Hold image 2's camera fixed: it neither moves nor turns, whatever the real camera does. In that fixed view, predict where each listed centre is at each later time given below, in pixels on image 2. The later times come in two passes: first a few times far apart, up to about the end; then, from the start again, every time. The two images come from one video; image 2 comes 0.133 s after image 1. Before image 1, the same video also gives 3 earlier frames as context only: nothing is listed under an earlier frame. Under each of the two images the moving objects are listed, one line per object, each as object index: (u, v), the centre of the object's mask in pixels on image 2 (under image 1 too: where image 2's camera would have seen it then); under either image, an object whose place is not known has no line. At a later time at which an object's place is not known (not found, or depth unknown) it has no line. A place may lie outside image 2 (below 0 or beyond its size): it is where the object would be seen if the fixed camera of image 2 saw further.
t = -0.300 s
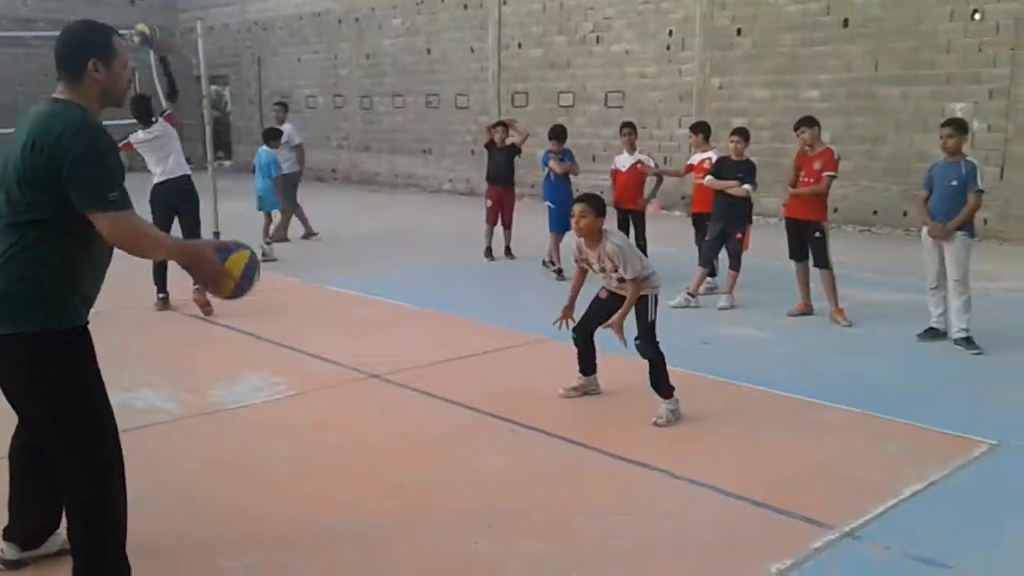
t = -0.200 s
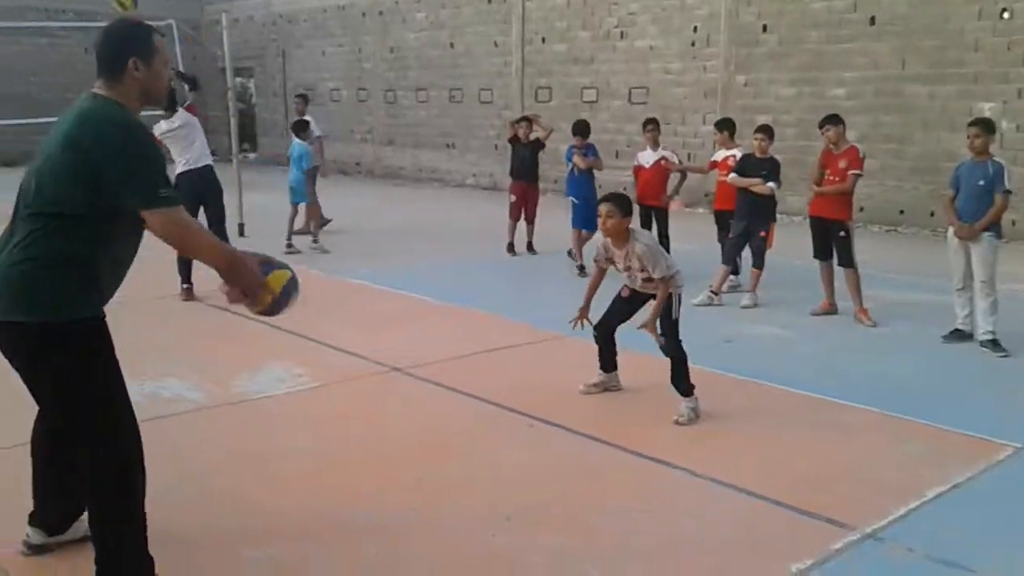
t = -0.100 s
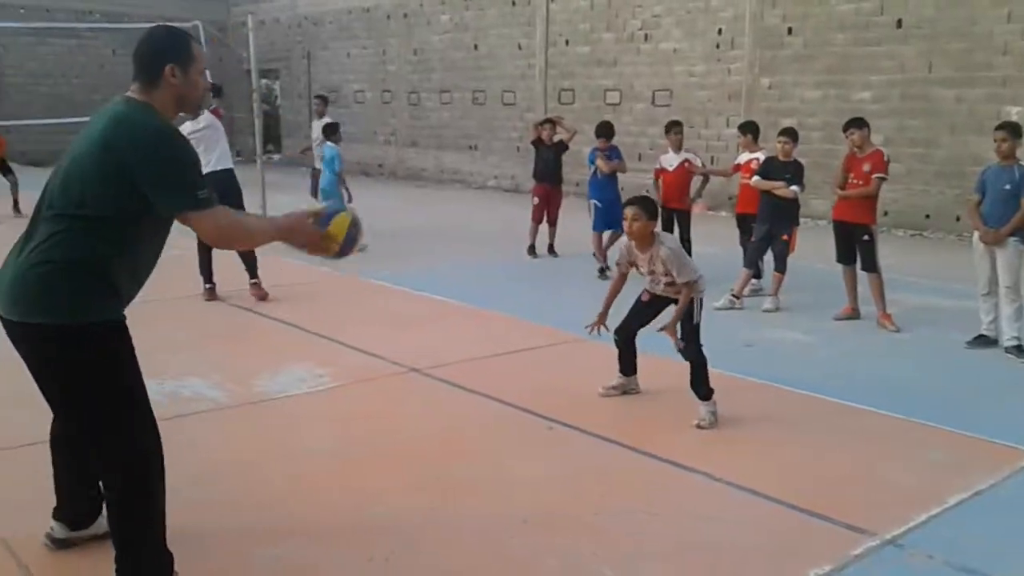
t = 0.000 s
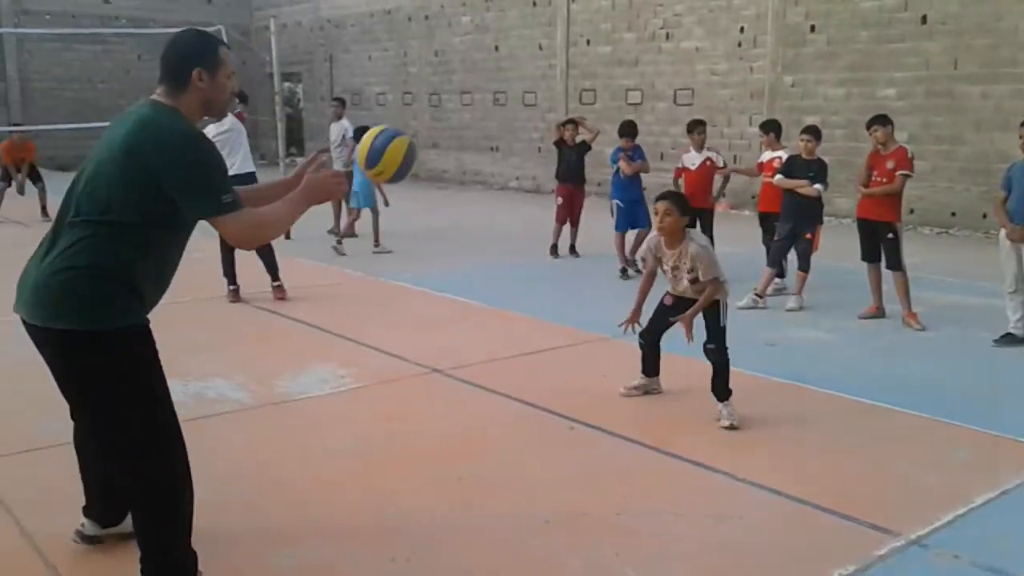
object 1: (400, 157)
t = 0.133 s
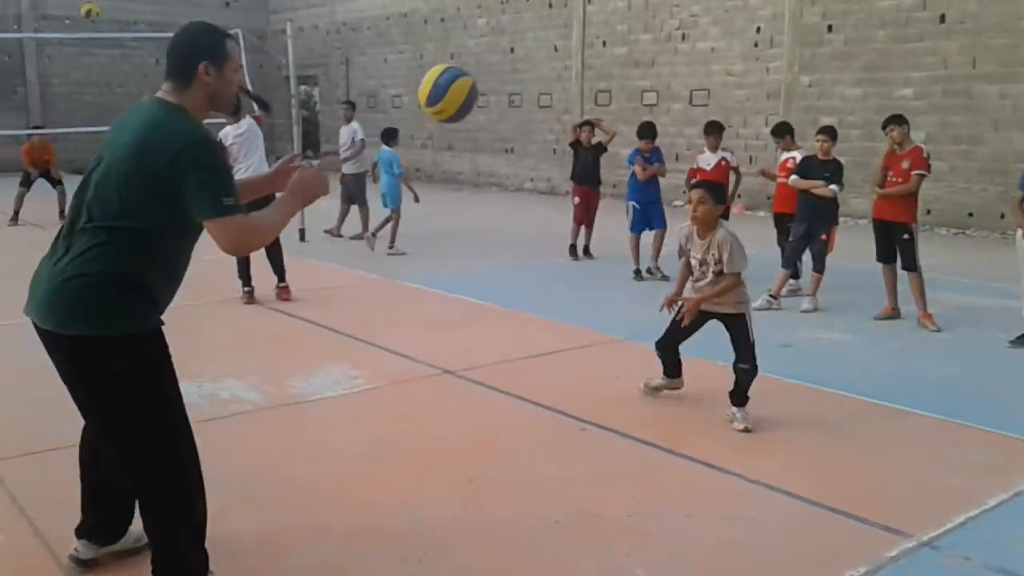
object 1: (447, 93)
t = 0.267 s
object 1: (495, 79)
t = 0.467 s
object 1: (563, 147)
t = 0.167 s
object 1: (459, 85)
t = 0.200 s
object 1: (471, 80)
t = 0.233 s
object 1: (483, 78)
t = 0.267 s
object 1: (495, 79)
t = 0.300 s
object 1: (507, 83)
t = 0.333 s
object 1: (519, 90)
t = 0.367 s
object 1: (531, 100)
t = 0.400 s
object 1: (542, 113)
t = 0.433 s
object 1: (553, 129)
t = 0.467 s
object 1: (563, 147)
